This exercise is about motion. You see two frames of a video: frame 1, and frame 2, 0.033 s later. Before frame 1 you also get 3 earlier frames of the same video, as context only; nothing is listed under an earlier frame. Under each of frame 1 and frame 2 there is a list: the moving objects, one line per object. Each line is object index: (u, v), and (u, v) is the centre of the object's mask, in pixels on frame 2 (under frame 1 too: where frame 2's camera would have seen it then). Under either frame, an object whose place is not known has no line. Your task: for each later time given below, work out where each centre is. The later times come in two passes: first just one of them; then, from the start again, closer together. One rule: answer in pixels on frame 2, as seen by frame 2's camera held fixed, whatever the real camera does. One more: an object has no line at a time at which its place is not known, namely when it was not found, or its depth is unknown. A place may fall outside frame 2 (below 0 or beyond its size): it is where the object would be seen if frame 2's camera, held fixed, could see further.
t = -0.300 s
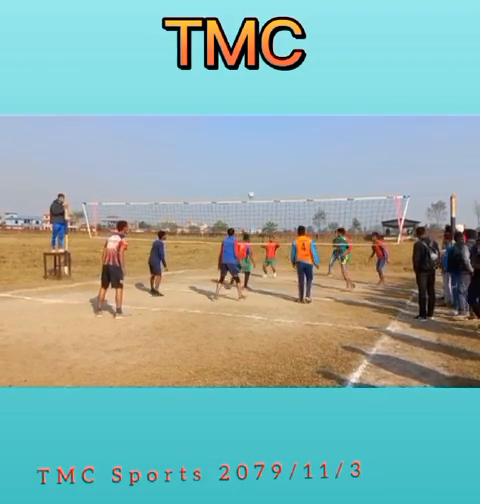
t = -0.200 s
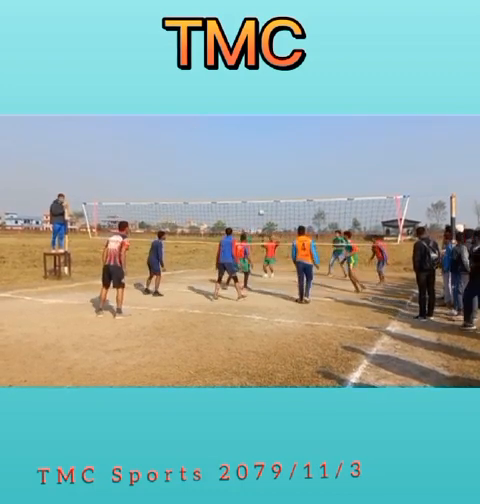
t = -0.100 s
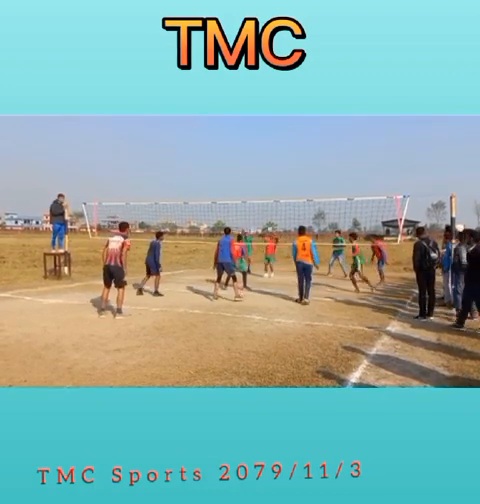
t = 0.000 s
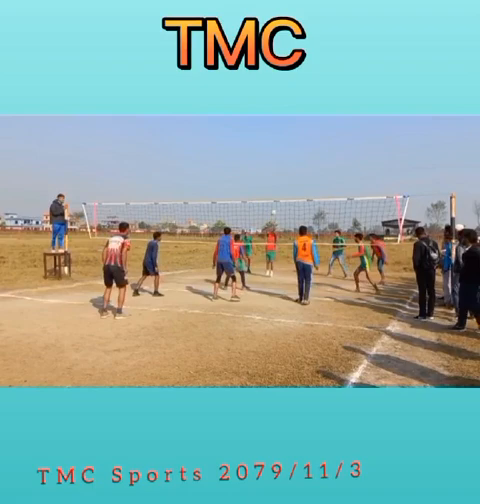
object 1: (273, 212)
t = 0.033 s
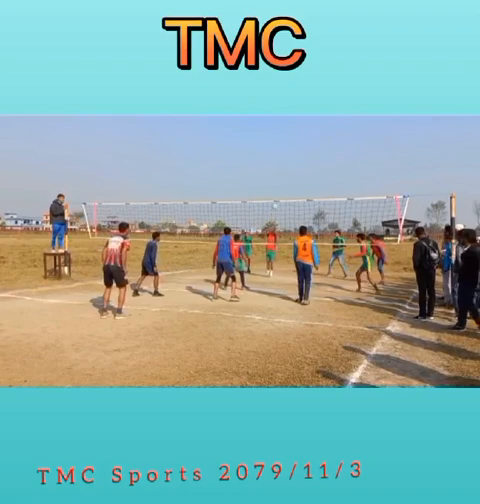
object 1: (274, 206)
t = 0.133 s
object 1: (279, 190)
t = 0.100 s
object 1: (277, 196)
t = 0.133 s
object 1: (279, 190)
